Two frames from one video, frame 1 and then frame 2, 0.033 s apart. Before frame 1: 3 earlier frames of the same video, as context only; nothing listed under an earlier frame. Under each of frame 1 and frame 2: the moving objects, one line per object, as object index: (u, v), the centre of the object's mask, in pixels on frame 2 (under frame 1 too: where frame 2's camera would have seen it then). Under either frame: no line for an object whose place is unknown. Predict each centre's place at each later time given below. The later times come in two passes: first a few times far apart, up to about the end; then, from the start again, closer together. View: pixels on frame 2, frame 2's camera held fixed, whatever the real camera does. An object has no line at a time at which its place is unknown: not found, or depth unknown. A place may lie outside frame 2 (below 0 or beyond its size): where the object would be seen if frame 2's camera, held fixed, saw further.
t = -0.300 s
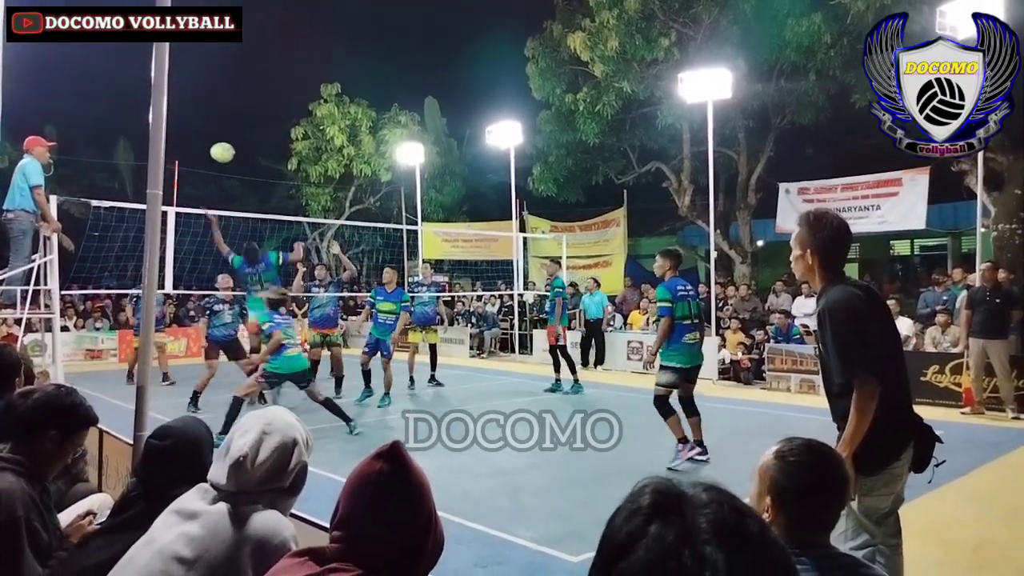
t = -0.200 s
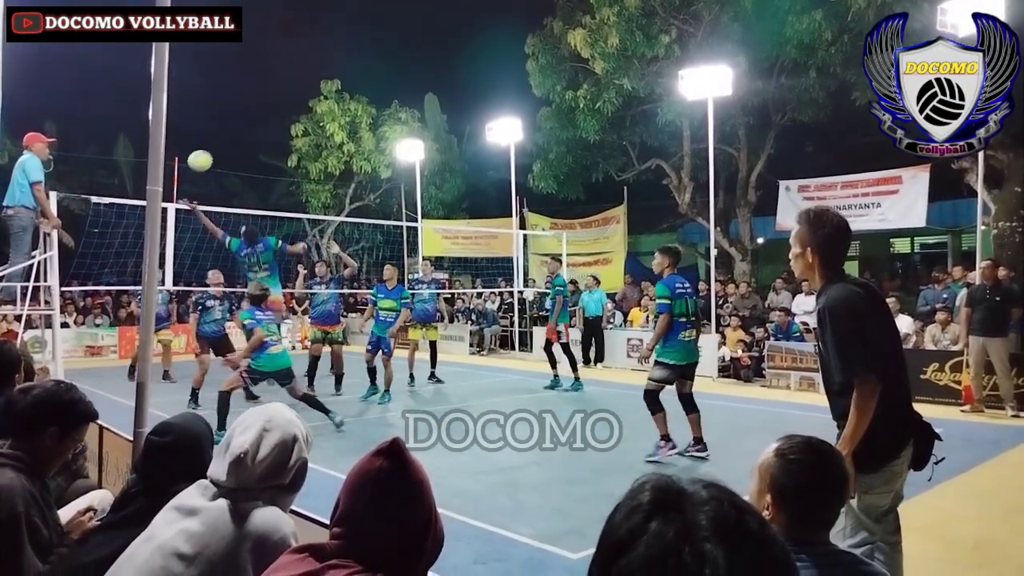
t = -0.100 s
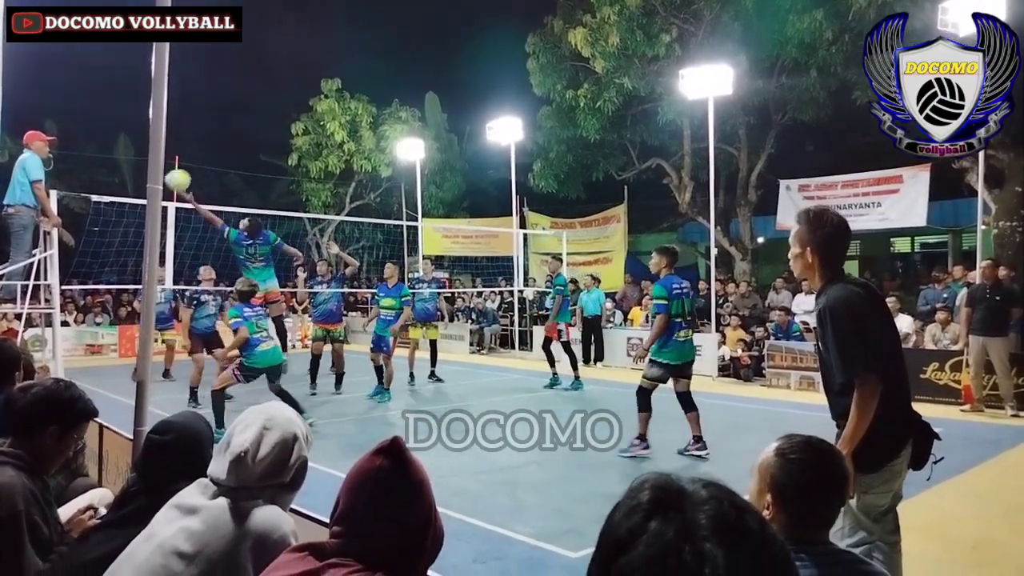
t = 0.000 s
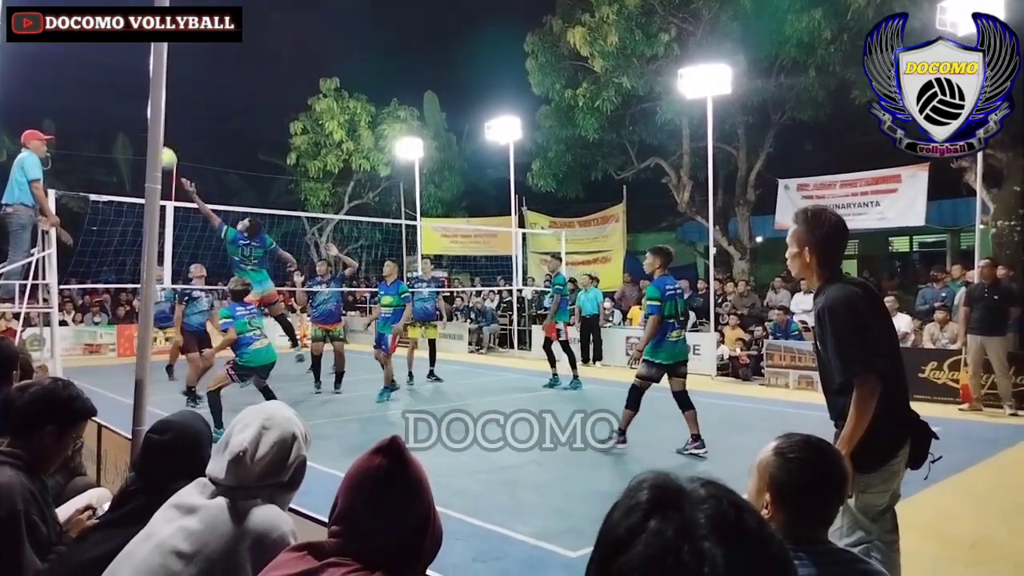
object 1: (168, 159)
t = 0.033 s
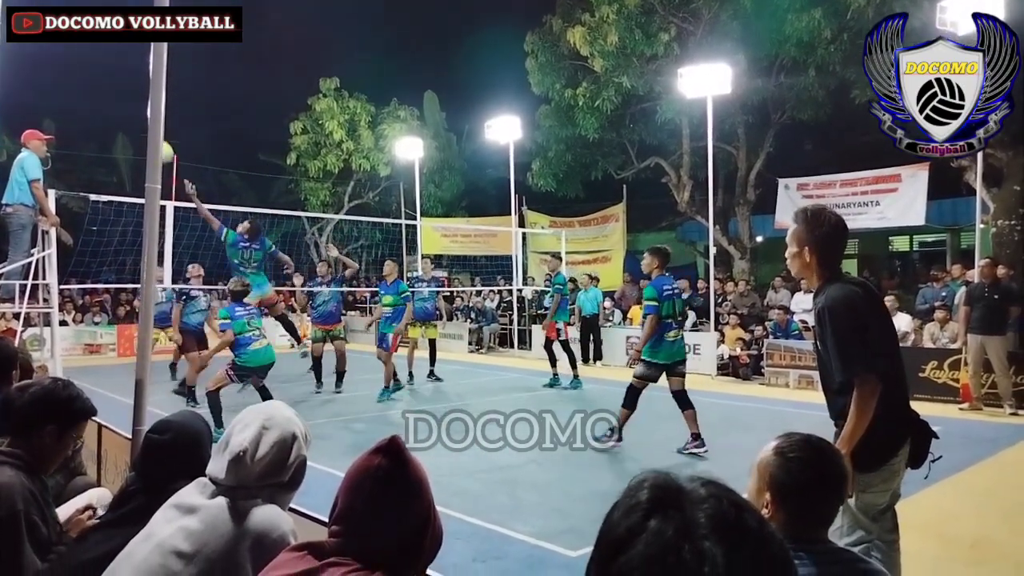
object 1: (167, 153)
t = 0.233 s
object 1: (138, 134)
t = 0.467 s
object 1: (116, 165)
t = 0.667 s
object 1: (95, 239)
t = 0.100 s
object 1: (145, 140)
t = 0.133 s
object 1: (143, 137)
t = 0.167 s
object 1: (142, 135)
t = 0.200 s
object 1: (140, 135)
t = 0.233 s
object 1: (138, 134)
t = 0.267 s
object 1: (136, 135)
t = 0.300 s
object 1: (134, 138)
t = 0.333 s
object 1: (130, 141)
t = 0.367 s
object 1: (126, 145)
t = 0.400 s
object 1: (123, 151)
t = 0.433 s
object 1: (119, 158)
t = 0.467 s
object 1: (116, 165)
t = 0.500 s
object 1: (113, 174)
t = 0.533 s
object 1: (109, 184)
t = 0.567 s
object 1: (105, 195)
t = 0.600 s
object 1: (102, 209)
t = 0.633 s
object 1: (98, 223)
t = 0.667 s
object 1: (95, 239)
